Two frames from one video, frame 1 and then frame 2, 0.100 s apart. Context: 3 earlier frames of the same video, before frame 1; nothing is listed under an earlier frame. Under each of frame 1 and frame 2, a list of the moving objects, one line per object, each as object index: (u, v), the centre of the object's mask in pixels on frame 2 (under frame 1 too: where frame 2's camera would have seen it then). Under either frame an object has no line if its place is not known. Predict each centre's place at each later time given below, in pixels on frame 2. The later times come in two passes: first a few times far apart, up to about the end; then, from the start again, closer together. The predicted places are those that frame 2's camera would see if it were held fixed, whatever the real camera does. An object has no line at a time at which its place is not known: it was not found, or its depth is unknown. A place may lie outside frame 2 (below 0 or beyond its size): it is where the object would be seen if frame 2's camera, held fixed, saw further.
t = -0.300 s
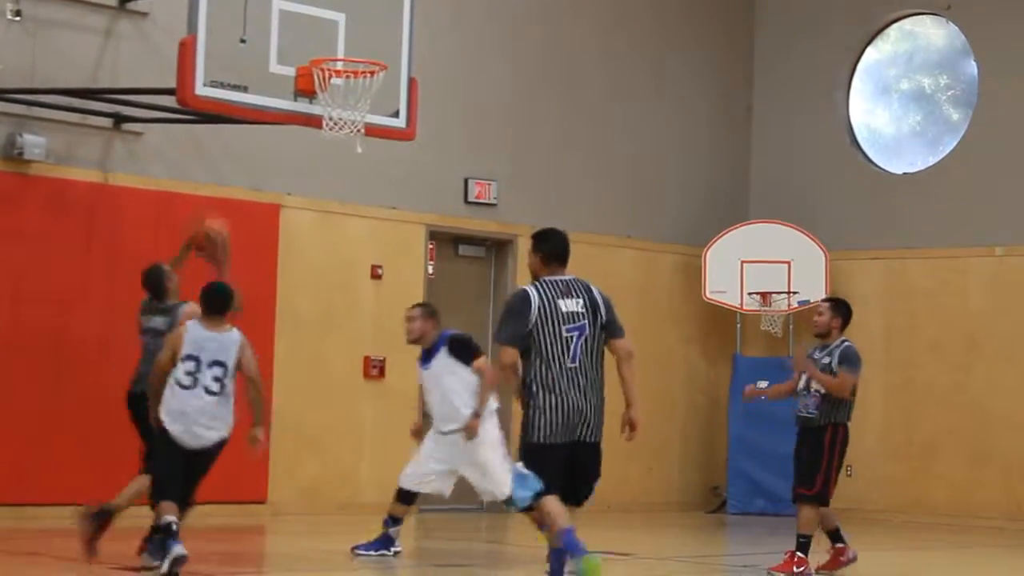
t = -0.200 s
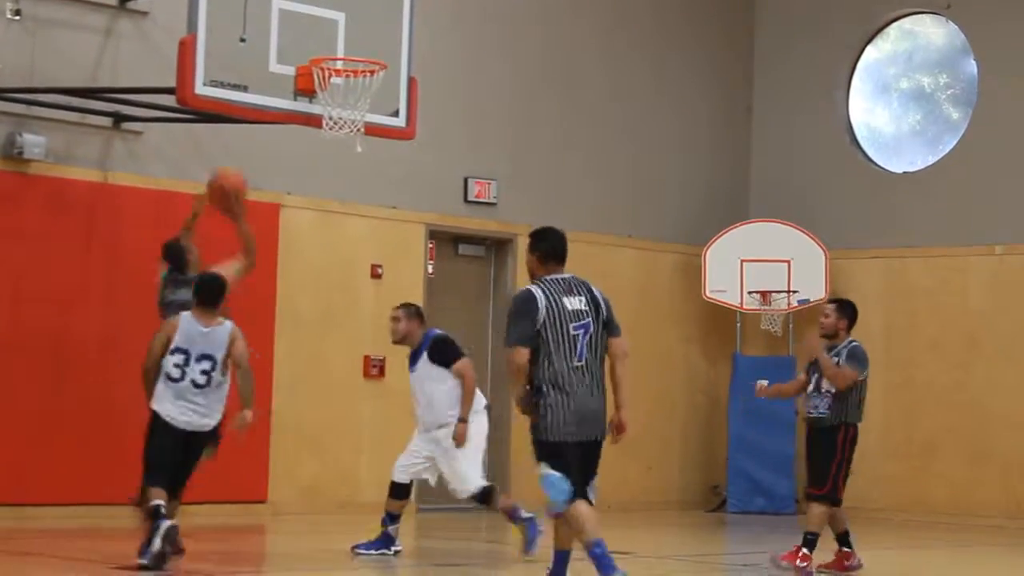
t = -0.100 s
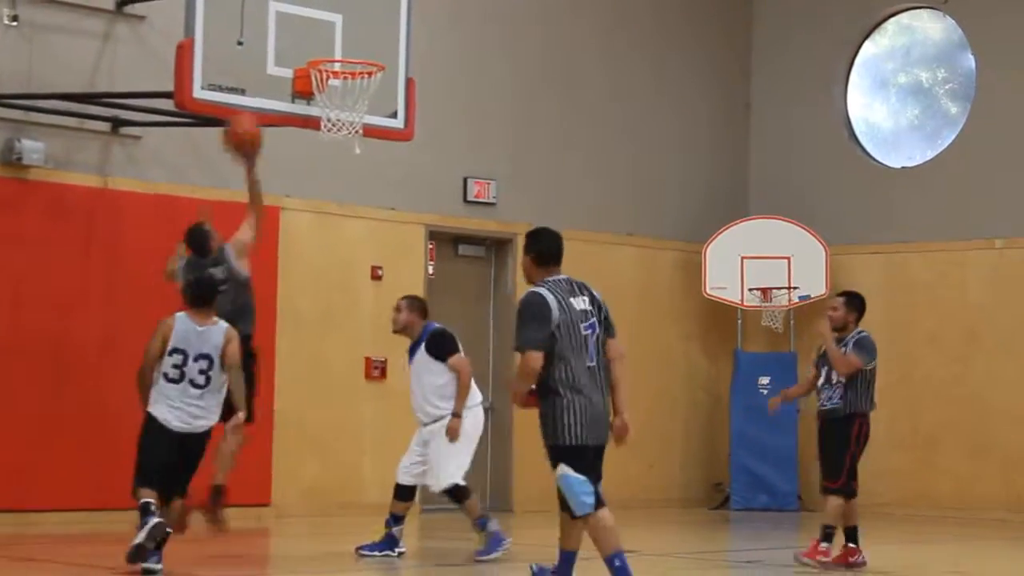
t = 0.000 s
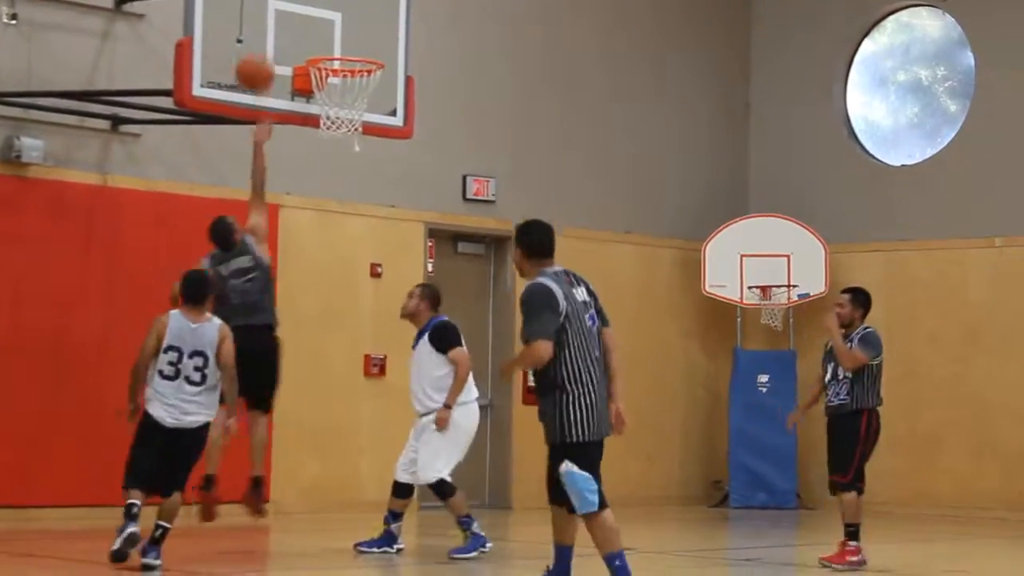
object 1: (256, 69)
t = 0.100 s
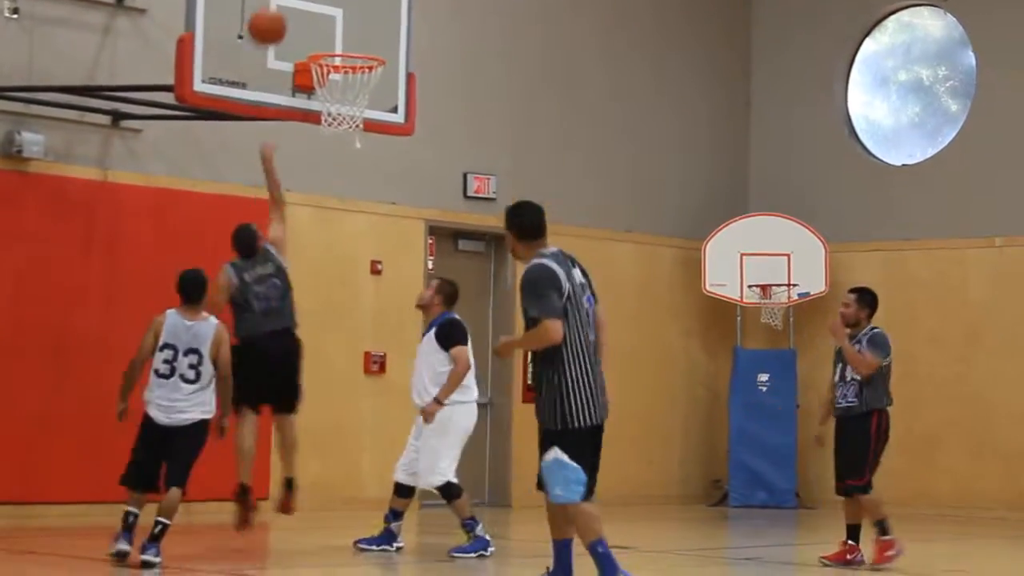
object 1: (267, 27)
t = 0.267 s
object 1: (297, 7)
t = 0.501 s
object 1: (367, 43)
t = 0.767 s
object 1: (345, 41)
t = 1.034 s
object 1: (347, 67)
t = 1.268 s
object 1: (339, 88)
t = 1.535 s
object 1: (340, 166)
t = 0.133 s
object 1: (270, 17)
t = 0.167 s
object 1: (273, 10)
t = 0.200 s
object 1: (277, 8)
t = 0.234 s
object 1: (285, 7)
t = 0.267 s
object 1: (297, 7)
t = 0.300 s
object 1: (307, 7)
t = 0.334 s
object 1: (317, 8)
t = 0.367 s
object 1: (327, 10)
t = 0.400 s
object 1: (337, 16)
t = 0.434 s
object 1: (348, 25)
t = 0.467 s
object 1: (357, 35)
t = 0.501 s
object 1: (367, 43)
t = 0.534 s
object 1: (366, 44)
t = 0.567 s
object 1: (355, 43)
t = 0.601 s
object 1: (343, 43)
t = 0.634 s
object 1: (333, 43)
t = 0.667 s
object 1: (332, 42)
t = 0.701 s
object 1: (336, 41)
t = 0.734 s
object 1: (341, 40)
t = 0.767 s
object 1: (345, 41)
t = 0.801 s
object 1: (350, 43)
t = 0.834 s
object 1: (354, 45)
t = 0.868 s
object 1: (356, 46)
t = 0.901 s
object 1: (355, 46)
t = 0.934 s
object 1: (354, 46)
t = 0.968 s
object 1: (352, 47)
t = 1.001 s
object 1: (350, 60)
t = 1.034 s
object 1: (347, 67)
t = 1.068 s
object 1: (346, 75)
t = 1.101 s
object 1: (344, 79)
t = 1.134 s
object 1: (342, 86)
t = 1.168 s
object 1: (341, 87)
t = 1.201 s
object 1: (340, 90)
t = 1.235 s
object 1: (340, 87)
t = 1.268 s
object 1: (339, 88)
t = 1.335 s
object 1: (338, 109)
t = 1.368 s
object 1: (338, 118)
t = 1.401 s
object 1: (338, 132)
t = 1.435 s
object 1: (340, 140)
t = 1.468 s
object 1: (340, 145)
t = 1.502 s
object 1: (339, 152)
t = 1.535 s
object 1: (340, 166)
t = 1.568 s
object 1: (340, 180)
